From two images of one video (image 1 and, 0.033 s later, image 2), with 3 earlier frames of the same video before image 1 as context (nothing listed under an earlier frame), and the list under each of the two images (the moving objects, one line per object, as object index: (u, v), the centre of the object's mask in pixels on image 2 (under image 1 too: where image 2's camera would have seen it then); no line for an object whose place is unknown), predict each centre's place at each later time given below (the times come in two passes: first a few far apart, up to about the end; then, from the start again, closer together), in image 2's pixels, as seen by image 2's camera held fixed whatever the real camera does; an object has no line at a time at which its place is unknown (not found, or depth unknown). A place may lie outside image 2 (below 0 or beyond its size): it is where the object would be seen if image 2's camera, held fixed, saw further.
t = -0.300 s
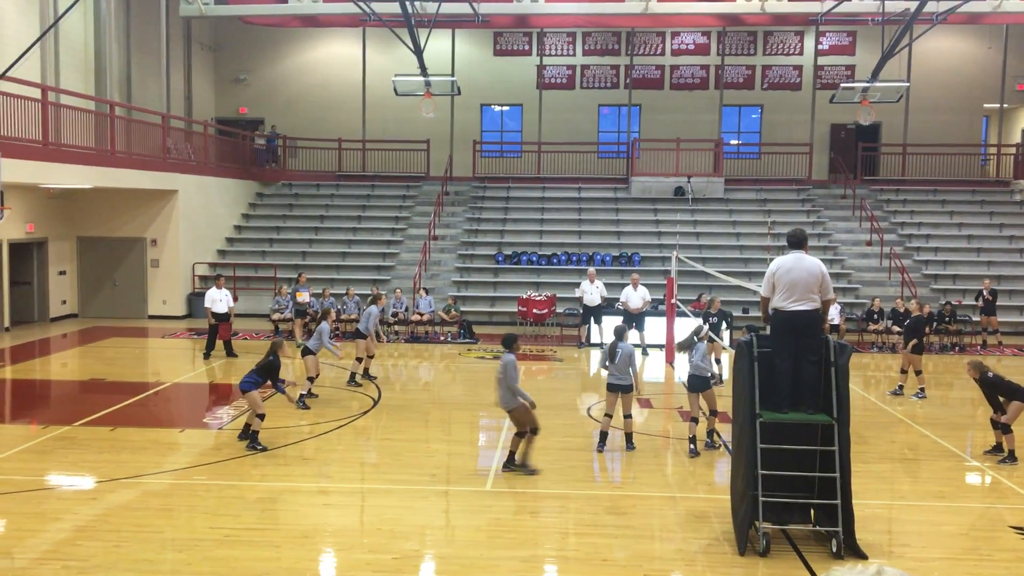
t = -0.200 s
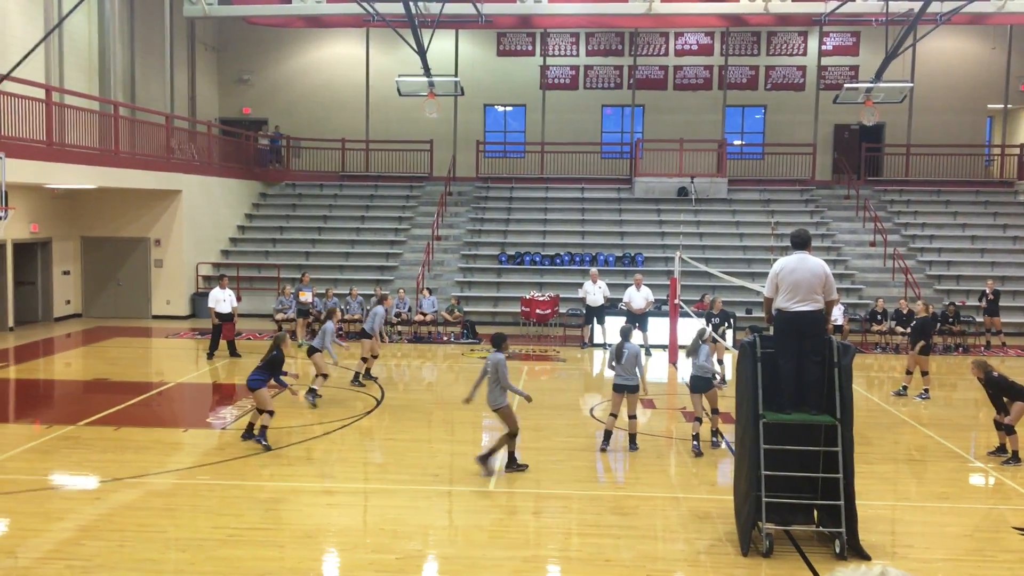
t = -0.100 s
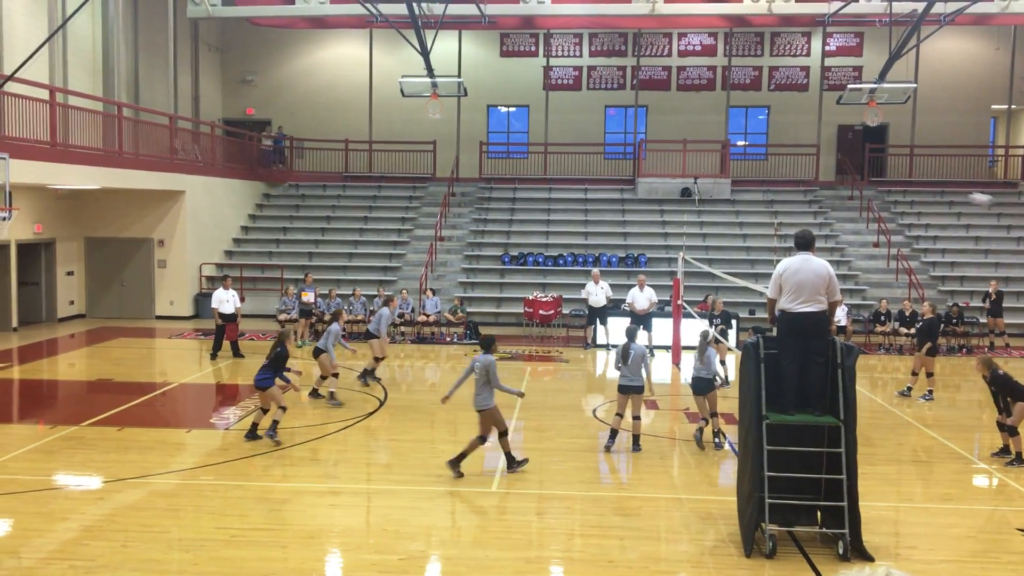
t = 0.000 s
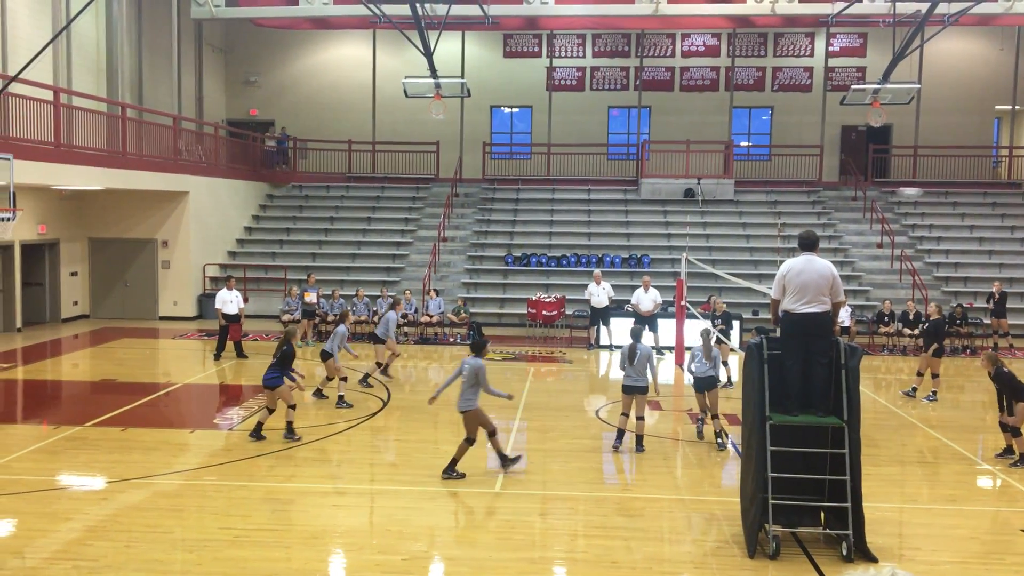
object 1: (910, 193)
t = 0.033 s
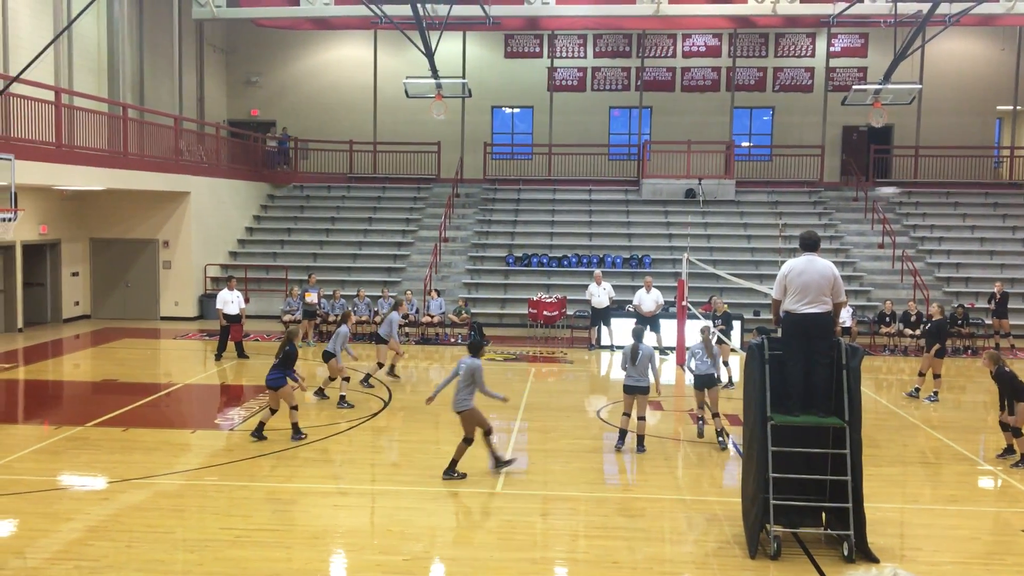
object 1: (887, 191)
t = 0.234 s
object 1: (750, 198)
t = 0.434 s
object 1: (620, 224)
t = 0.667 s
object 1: (485, 284)
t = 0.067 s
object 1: (864, 191)
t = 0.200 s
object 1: (771, 196)
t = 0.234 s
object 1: (750, 198)
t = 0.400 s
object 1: (640, 220)
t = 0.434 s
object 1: (620, 224)
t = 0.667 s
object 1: (485, 284)
